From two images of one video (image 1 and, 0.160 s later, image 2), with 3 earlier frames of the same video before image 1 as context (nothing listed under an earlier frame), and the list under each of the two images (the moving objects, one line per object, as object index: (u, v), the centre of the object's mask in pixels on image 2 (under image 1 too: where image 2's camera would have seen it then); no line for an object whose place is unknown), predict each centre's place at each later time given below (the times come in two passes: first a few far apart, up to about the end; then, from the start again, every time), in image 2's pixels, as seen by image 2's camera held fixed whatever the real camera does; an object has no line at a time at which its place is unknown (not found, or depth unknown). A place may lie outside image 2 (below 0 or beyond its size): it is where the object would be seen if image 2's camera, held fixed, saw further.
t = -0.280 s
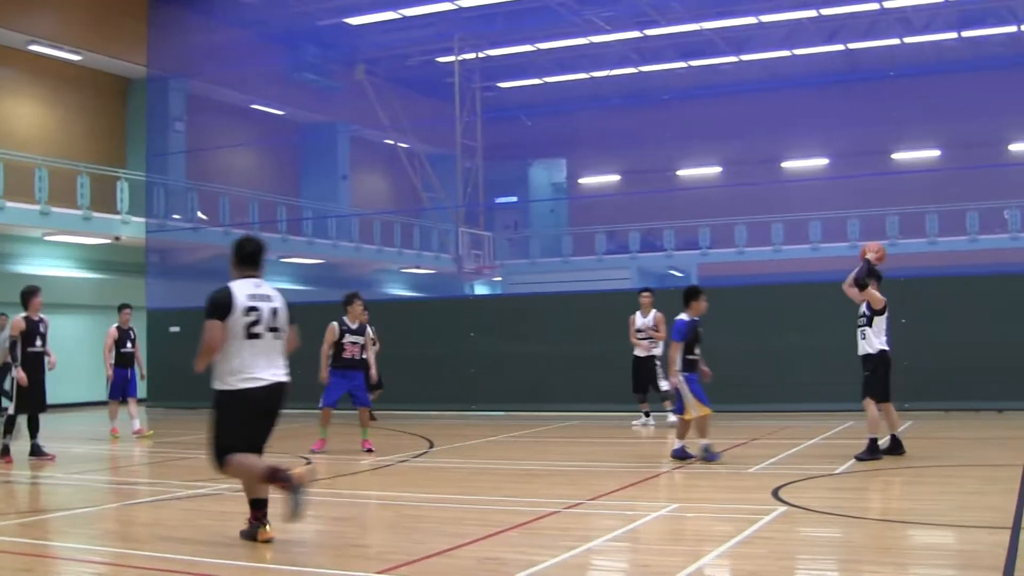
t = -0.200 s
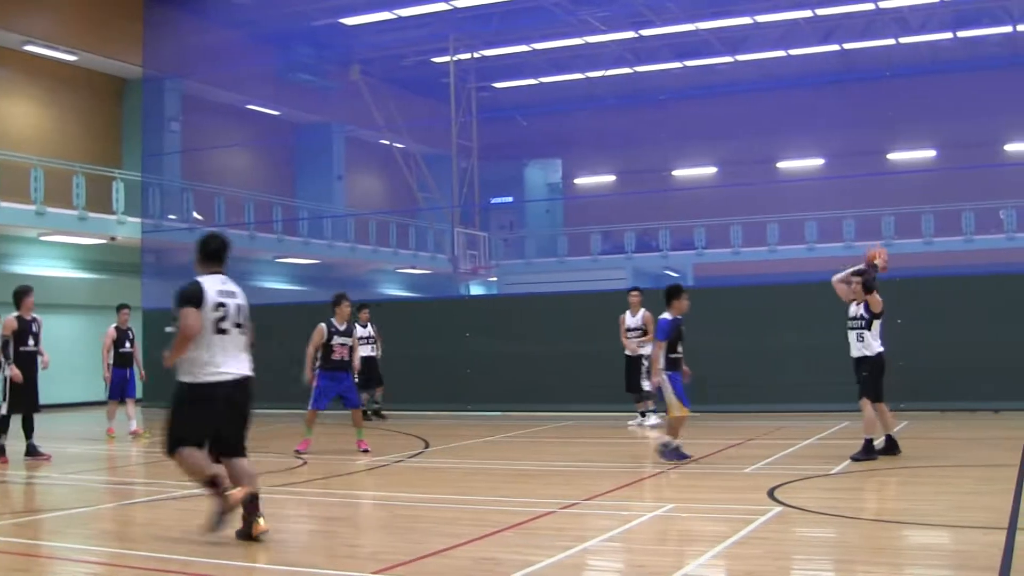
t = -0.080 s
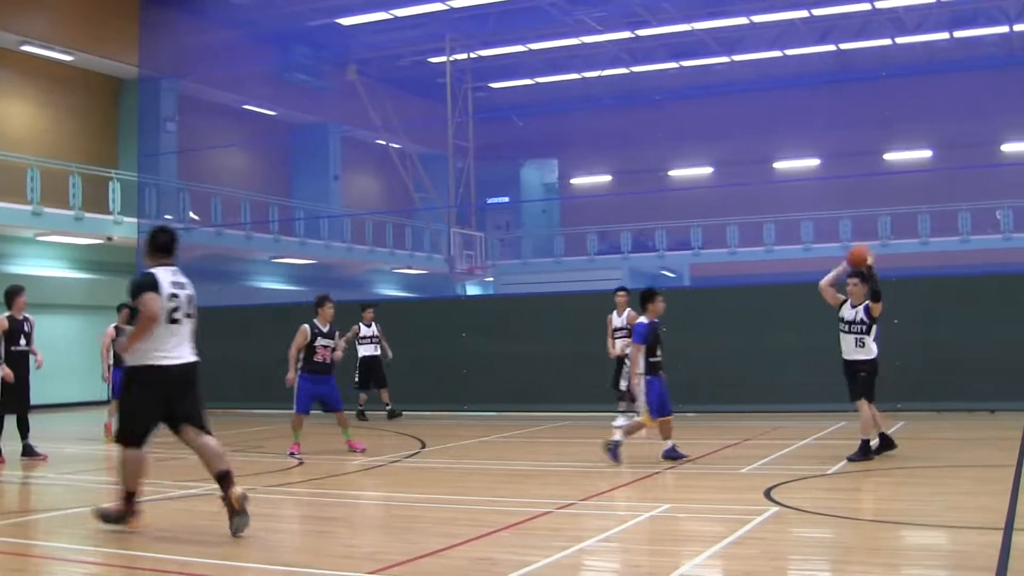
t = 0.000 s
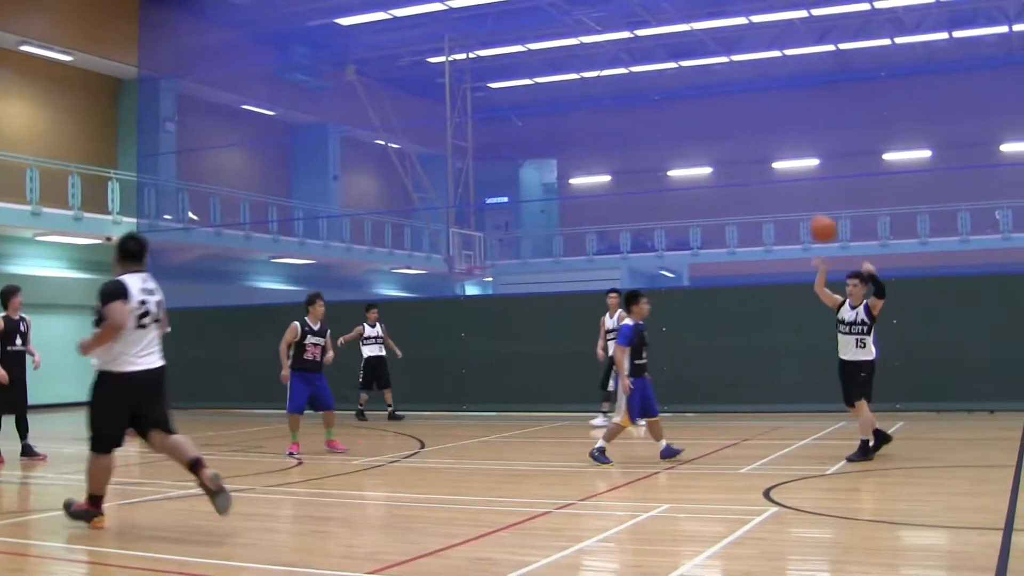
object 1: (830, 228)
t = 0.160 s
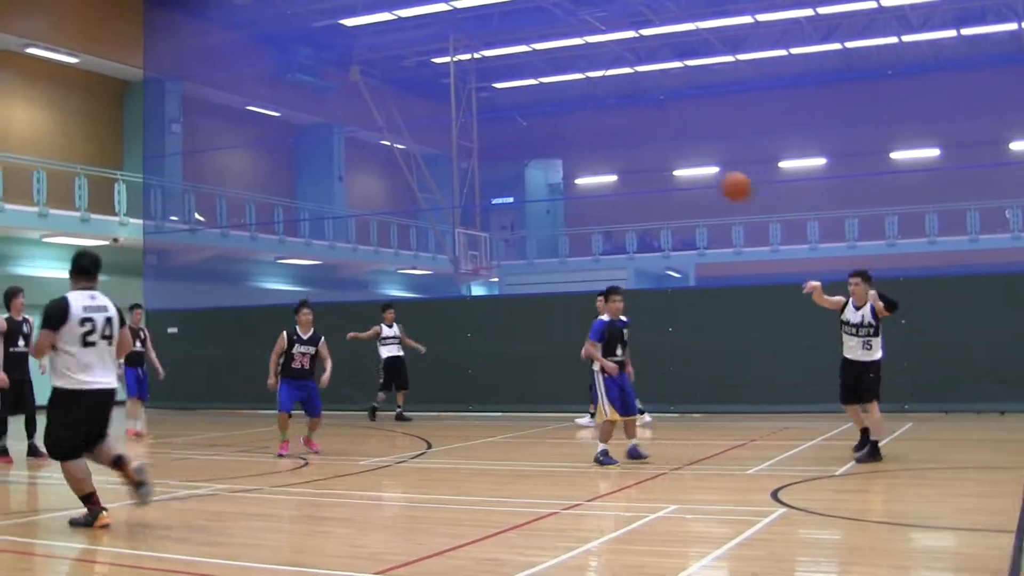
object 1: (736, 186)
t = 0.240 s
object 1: (680, 175)
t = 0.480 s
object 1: (481, 184)
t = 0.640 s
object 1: (293, 251)
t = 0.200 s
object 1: (710, 180)
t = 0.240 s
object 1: (680, 175)
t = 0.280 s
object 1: (652, 171)
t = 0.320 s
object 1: (622, 169)
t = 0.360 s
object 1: (590, 169)
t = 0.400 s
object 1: (556, 171)
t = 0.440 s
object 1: (520, 176)
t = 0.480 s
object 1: (481, 184)
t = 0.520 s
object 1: (440, 194)
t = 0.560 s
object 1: (396, 209)
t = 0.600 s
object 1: (347, 227)
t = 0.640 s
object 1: (293, 251)
